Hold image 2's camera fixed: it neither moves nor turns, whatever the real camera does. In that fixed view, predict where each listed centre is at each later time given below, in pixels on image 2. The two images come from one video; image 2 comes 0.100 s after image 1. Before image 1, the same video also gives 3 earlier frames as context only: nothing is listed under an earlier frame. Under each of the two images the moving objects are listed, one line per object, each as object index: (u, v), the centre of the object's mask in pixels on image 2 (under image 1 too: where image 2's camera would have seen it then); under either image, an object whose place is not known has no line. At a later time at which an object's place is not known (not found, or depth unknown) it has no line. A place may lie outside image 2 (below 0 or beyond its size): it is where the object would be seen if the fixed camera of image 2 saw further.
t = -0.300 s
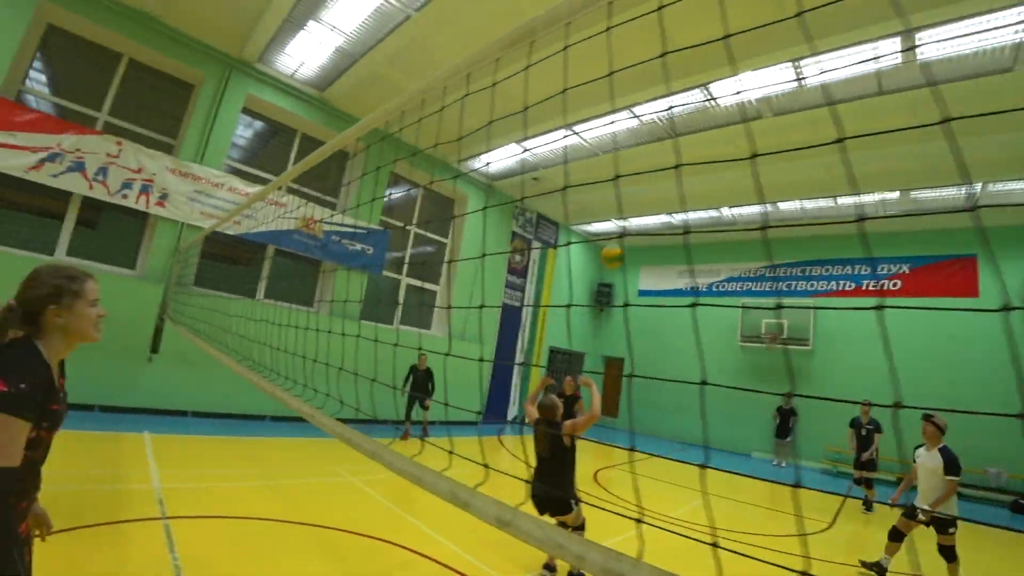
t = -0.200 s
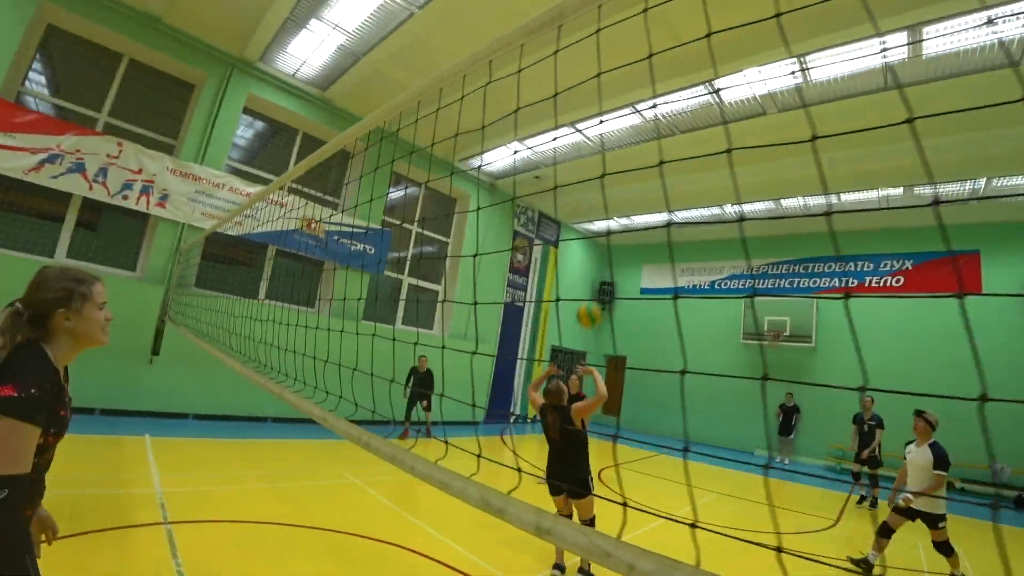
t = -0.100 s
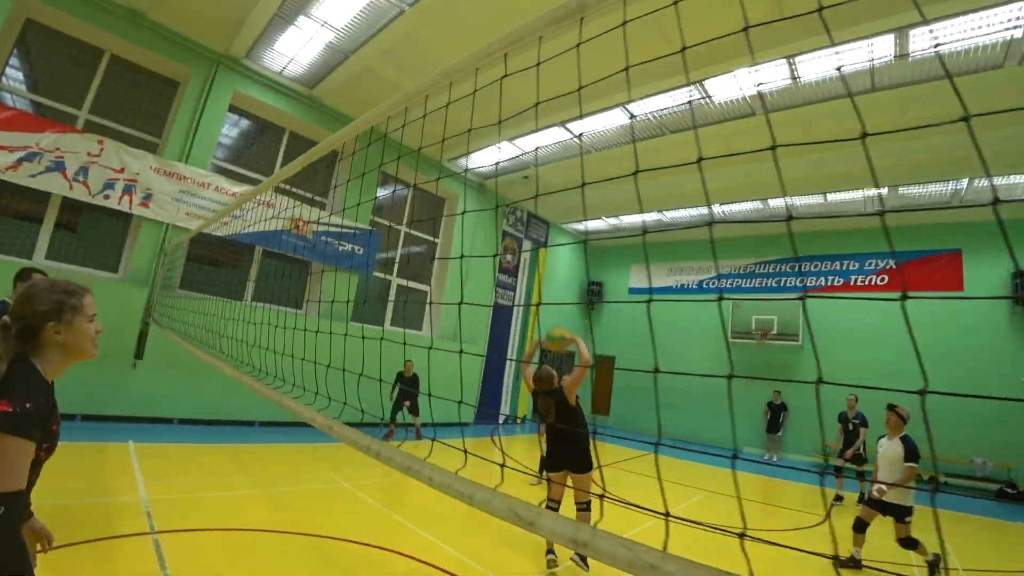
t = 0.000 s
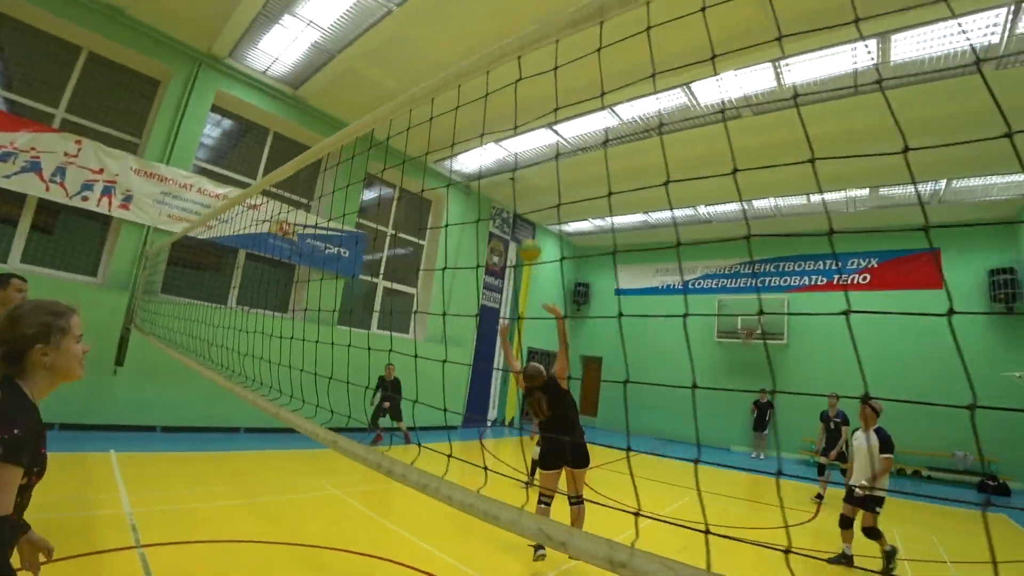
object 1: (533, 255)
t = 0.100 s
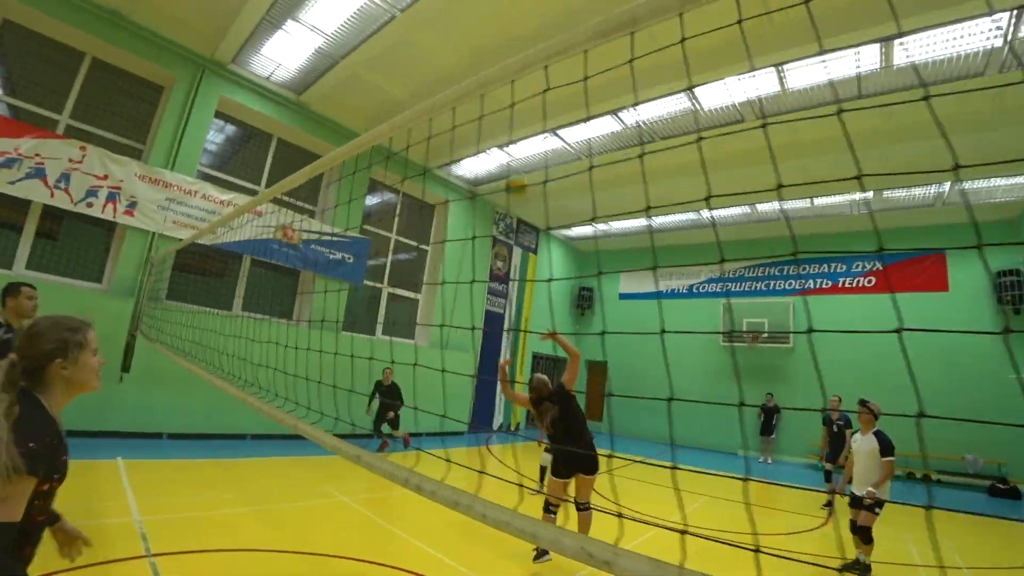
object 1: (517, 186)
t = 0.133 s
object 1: (512, 168)
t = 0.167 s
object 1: (506, 150)
